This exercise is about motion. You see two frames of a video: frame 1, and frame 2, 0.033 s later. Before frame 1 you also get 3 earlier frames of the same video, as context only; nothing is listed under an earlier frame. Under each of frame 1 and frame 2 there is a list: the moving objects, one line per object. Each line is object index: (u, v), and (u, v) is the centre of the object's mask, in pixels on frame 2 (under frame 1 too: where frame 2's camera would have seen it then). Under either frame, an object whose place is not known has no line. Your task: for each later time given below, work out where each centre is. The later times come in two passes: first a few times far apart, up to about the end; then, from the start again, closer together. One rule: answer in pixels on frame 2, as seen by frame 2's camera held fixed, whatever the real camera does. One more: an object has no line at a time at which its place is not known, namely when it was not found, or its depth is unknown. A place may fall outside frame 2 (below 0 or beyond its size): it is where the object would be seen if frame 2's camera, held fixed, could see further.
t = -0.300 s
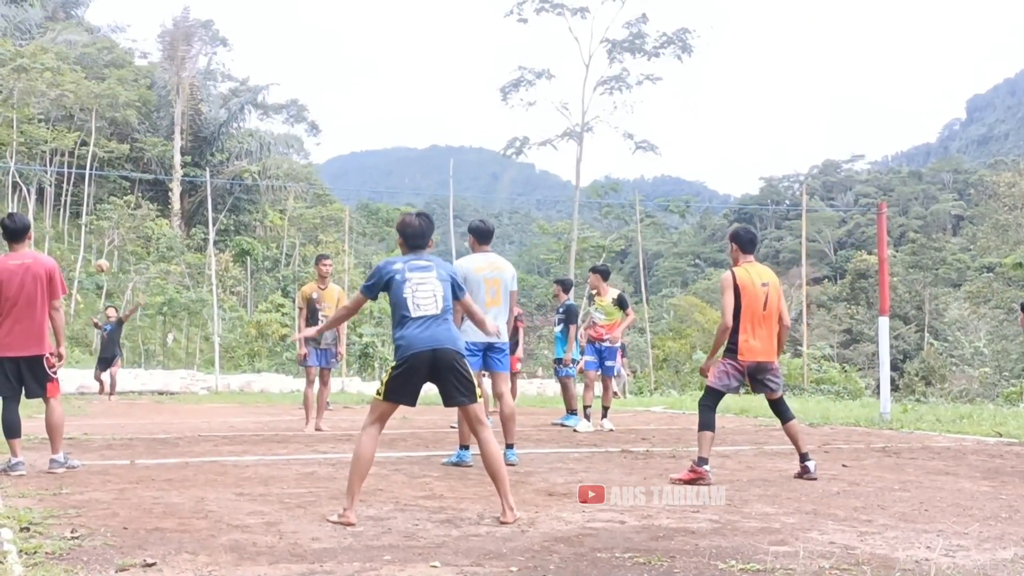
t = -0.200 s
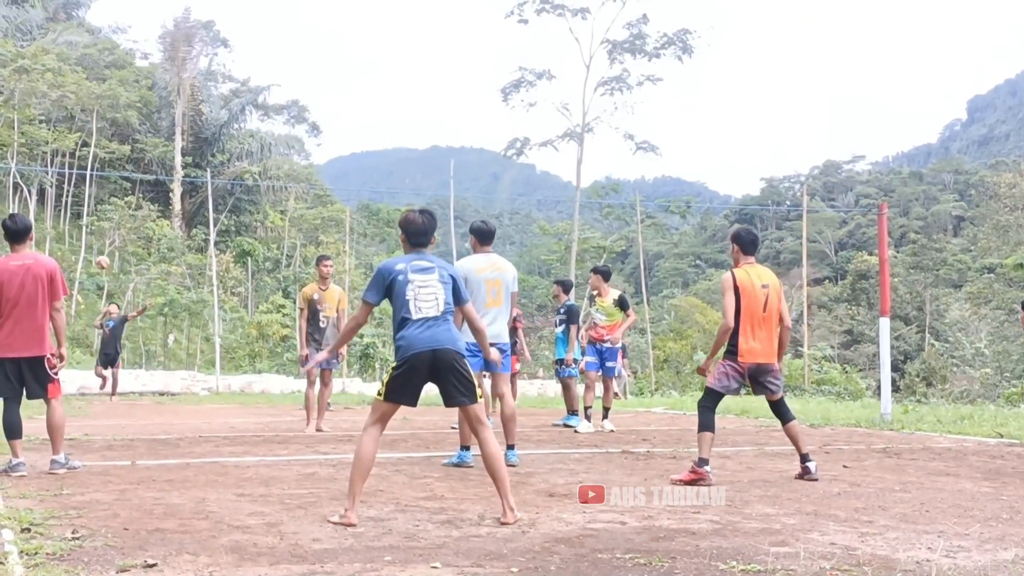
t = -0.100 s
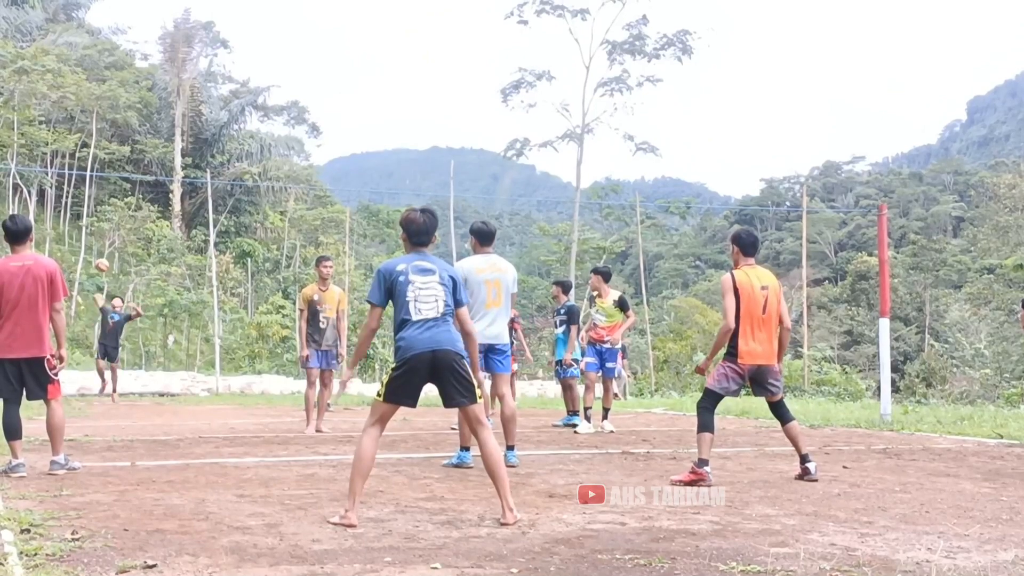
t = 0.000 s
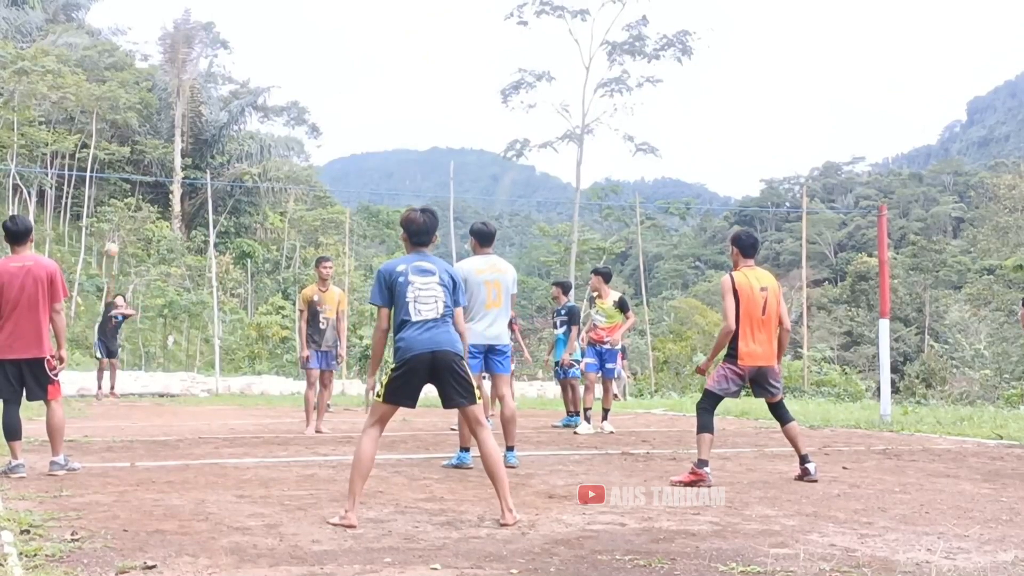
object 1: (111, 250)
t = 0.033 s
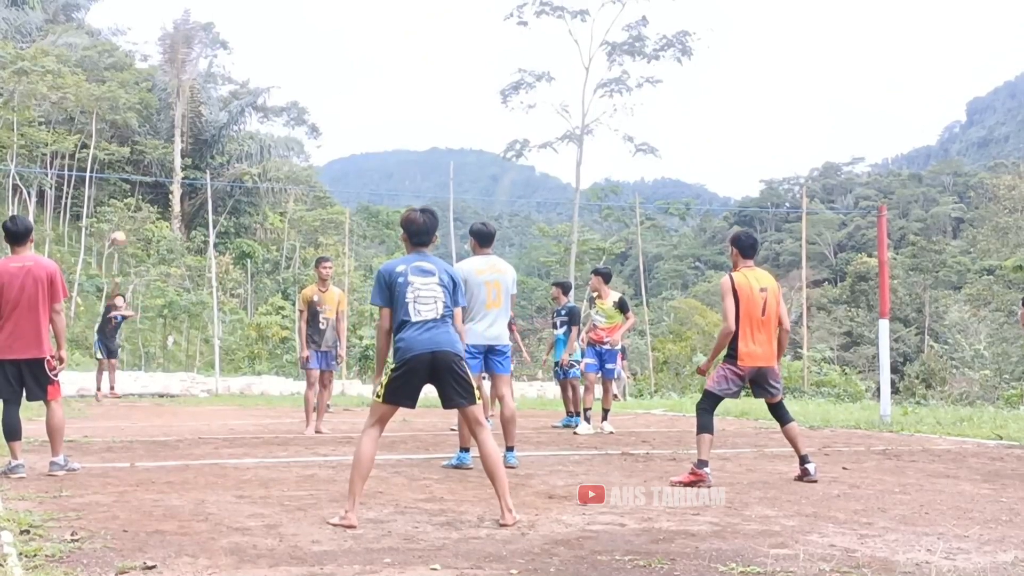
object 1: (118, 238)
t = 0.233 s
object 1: (162, 170)
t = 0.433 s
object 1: (217, 109)
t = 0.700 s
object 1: (316, 50)
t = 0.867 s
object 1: (399, 36)
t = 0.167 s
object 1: (146, 193)
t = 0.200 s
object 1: (154, 181)
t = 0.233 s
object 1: (162, 170)
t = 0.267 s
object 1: (168, 160)
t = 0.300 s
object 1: (180, 149)
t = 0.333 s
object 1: (188, 138)
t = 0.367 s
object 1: (197, 128)
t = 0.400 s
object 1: (207, 118)
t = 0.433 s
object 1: (217, 109)
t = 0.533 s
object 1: (249, 85)
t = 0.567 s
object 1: (261, 77)
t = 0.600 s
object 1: (273, 70)
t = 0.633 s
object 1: (287, 63)
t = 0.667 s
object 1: (301, 56)
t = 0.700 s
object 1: (316, 50)
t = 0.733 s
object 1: (332, 46)
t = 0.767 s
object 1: (348, 42)
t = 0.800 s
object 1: (364, 38)
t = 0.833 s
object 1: (381, 37)
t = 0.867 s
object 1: (399, 36)
